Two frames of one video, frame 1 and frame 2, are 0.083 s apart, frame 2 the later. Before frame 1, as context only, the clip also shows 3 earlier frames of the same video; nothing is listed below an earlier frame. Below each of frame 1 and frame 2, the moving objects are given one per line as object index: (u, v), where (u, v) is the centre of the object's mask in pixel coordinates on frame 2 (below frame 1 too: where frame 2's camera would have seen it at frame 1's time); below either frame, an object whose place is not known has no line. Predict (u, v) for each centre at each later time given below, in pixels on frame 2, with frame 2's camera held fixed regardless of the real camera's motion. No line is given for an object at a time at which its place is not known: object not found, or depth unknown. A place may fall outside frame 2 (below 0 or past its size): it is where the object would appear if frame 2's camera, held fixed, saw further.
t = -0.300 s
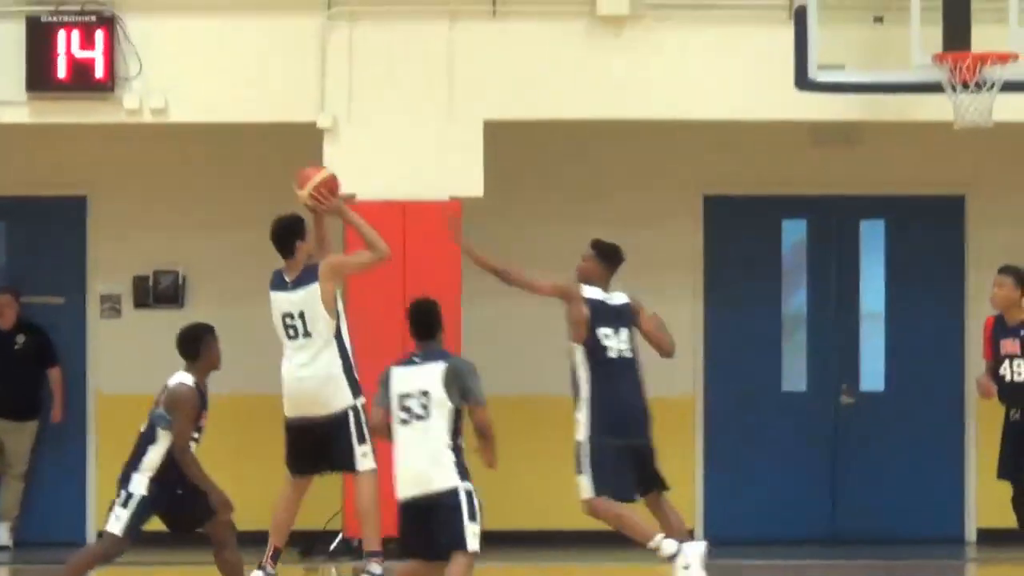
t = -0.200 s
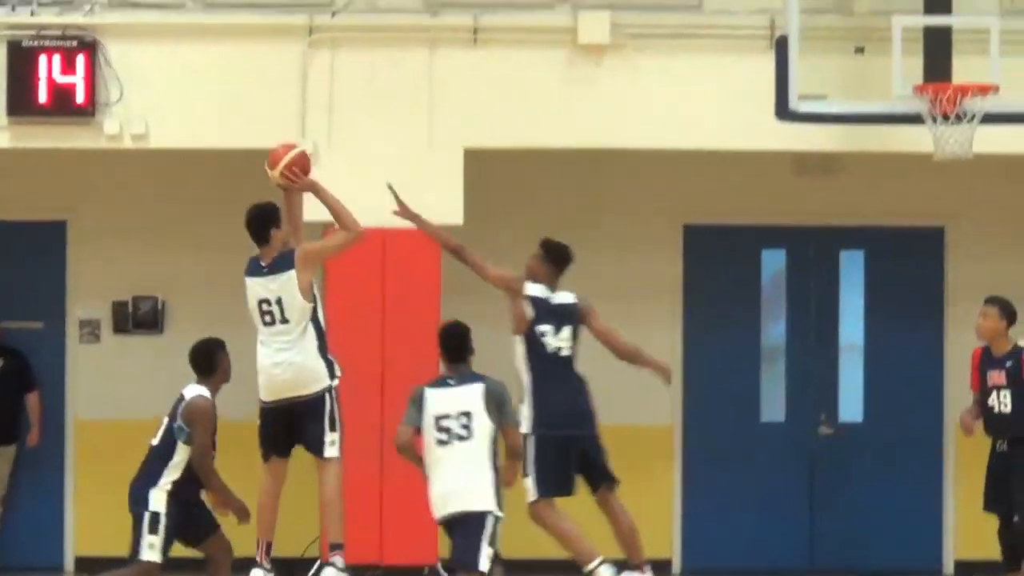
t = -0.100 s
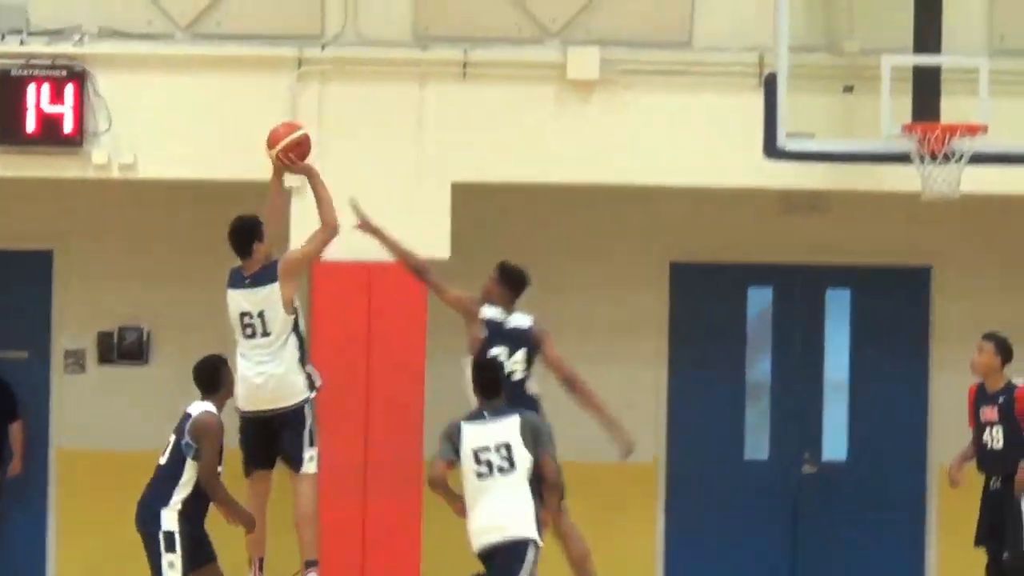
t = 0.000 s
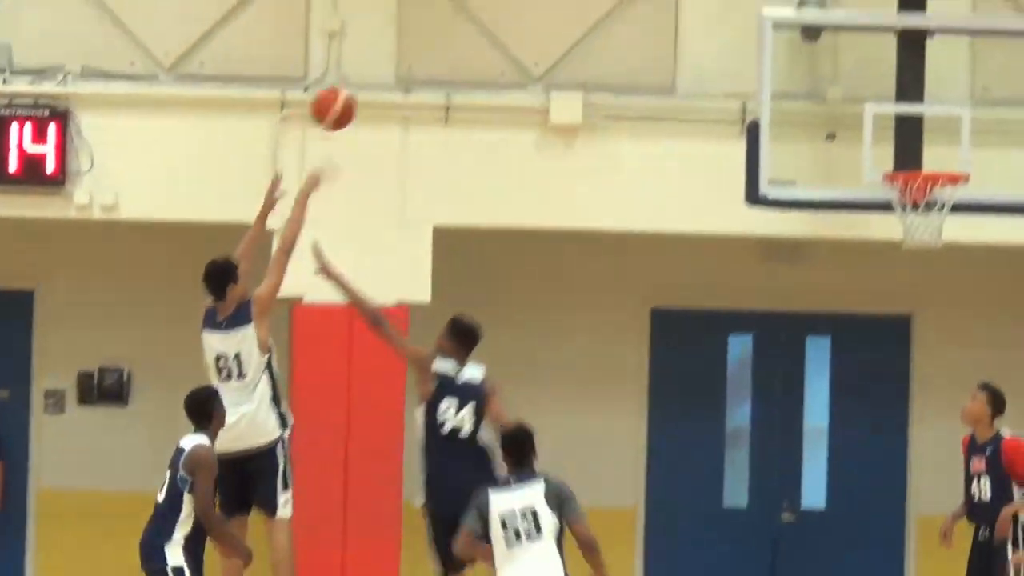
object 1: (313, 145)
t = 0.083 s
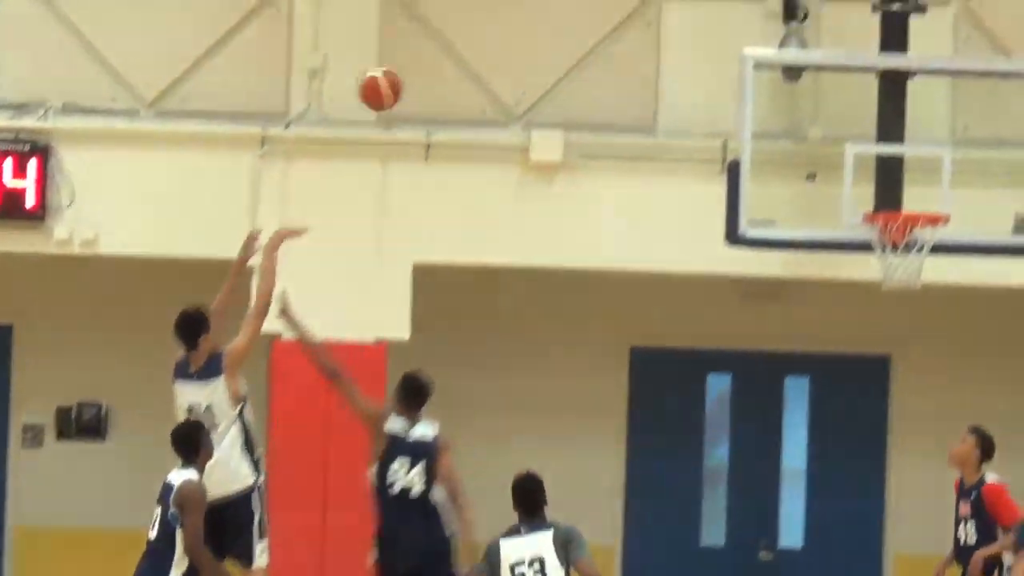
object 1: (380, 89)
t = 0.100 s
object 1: (393, 78)
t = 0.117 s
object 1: (406, 69)
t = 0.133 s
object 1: (419, 61)
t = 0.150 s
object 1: (432, 53)
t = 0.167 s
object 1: (444, 46)
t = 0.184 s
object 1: (457, 39)
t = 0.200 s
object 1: (470, 32)
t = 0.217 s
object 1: (483, 26)
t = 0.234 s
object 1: (495, 20)
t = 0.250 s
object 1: (507, 15)
